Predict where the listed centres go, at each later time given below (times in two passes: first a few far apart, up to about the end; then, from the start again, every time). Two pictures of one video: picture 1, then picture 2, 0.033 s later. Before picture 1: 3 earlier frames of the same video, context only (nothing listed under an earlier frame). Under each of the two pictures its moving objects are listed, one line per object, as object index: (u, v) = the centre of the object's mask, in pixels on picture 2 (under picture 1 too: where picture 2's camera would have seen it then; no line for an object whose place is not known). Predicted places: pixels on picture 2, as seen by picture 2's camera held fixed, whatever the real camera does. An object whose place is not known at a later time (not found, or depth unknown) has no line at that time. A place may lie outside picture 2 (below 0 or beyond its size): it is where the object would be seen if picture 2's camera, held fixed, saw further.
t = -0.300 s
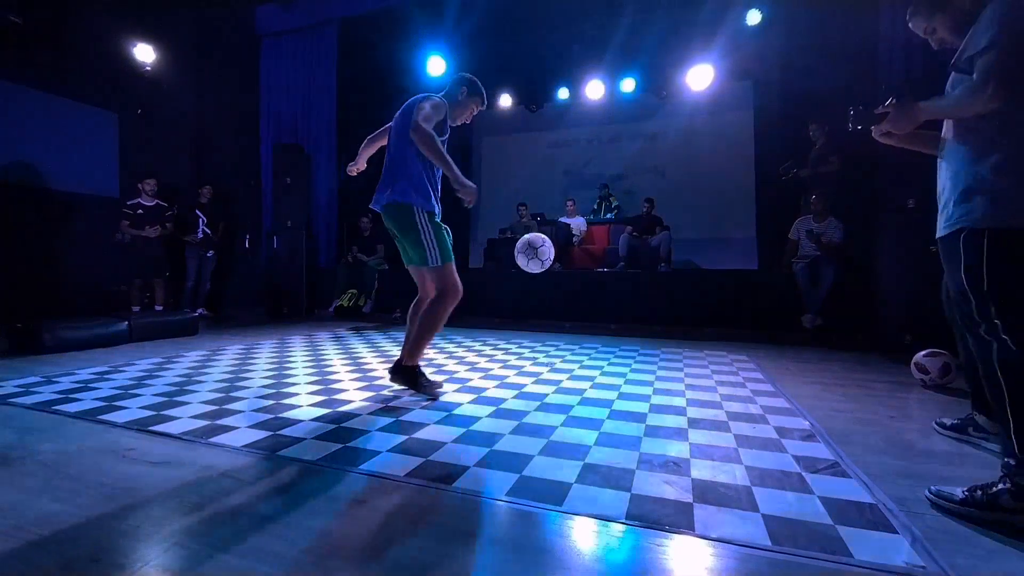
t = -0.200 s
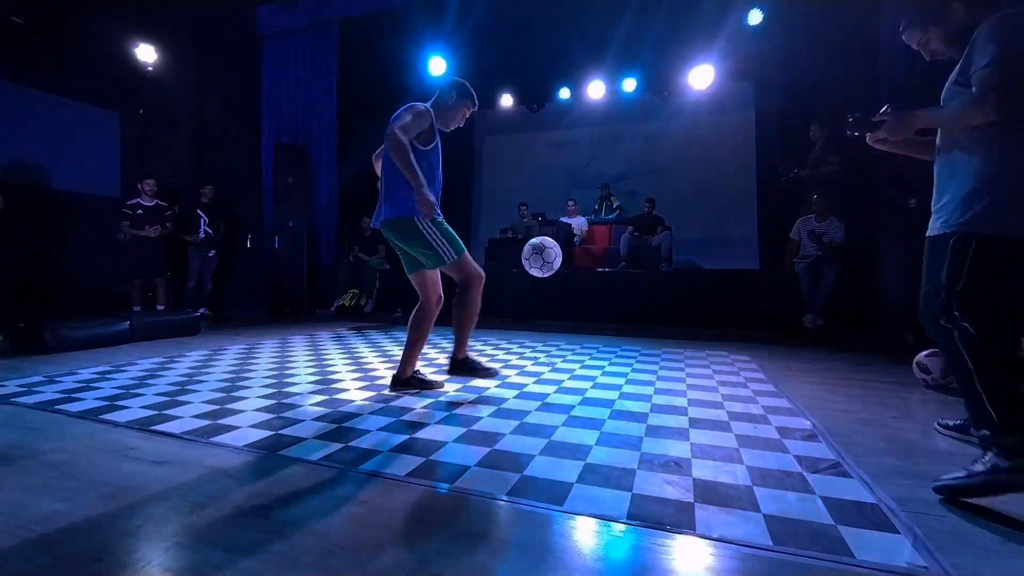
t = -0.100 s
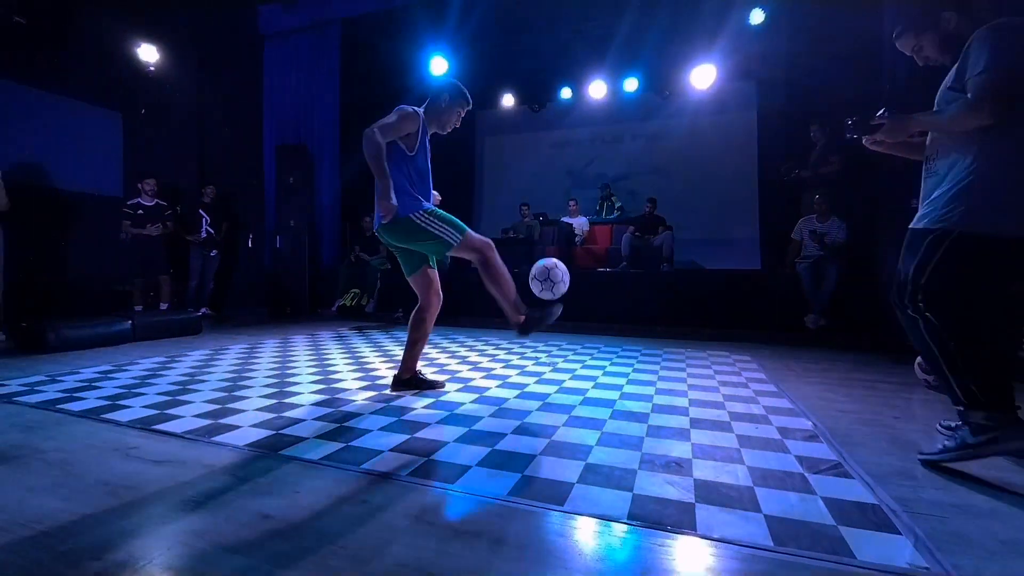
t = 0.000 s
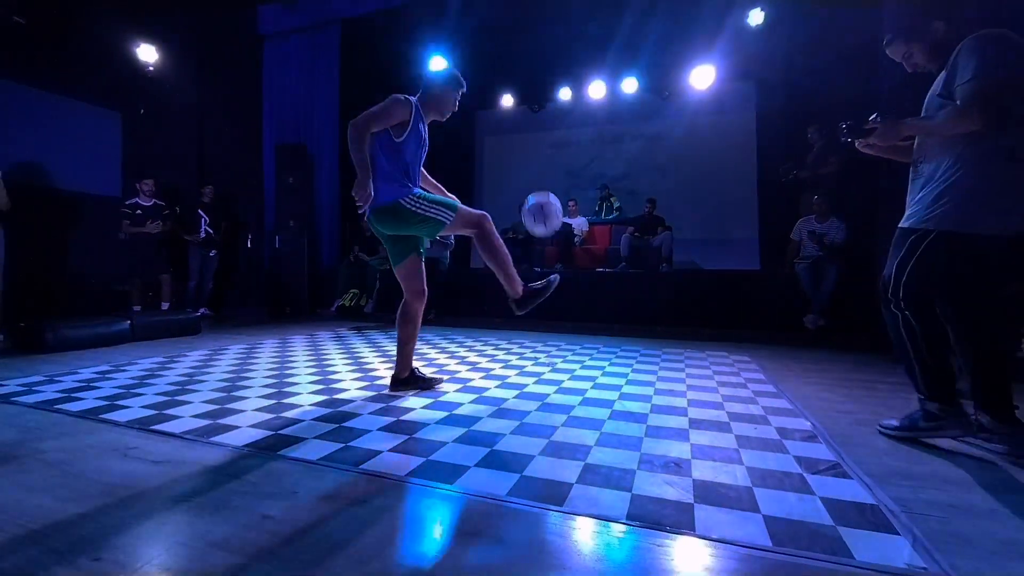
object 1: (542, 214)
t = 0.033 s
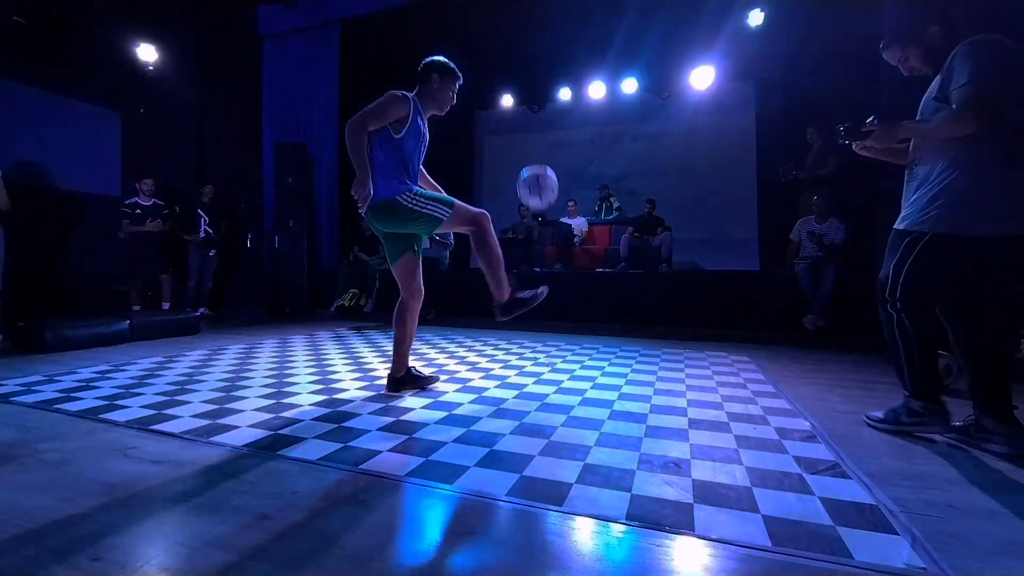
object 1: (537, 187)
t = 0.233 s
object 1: (508, 57)
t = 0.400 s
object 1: (482, 6)
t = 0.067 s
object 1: (533, 161)
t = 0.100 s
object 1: (528, 137)
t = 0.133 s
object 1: (524, 115)
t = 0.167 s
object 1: (519, 94)
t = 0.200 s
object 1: (514, 74)
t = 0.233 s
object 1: (508, 57)
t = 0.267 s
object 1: (503, 41)
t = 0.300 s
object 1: (498, 27)
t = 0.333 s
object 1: (493, 18)
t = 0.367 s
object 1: (487, 11)
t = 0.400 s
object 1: (482, 6)
